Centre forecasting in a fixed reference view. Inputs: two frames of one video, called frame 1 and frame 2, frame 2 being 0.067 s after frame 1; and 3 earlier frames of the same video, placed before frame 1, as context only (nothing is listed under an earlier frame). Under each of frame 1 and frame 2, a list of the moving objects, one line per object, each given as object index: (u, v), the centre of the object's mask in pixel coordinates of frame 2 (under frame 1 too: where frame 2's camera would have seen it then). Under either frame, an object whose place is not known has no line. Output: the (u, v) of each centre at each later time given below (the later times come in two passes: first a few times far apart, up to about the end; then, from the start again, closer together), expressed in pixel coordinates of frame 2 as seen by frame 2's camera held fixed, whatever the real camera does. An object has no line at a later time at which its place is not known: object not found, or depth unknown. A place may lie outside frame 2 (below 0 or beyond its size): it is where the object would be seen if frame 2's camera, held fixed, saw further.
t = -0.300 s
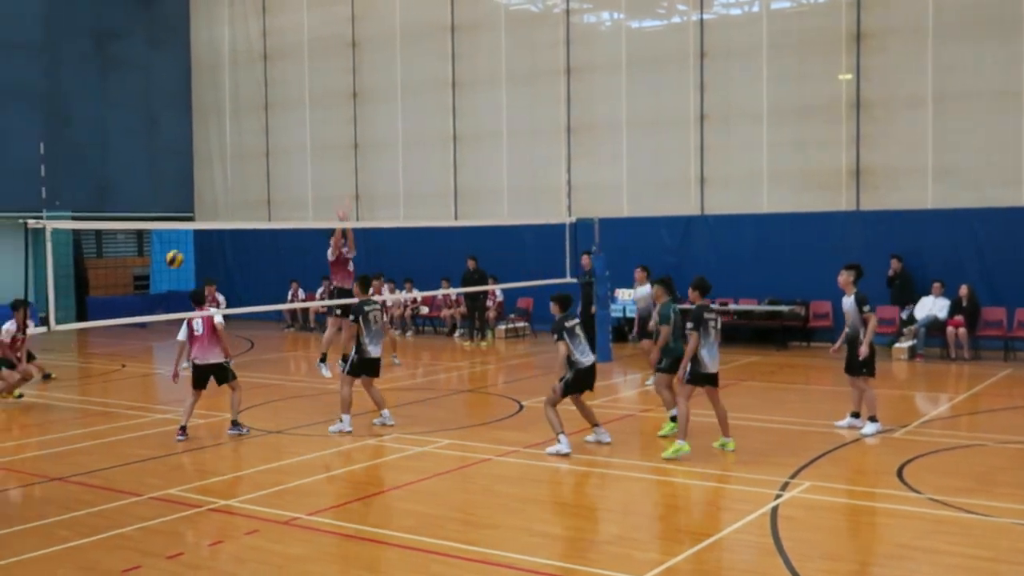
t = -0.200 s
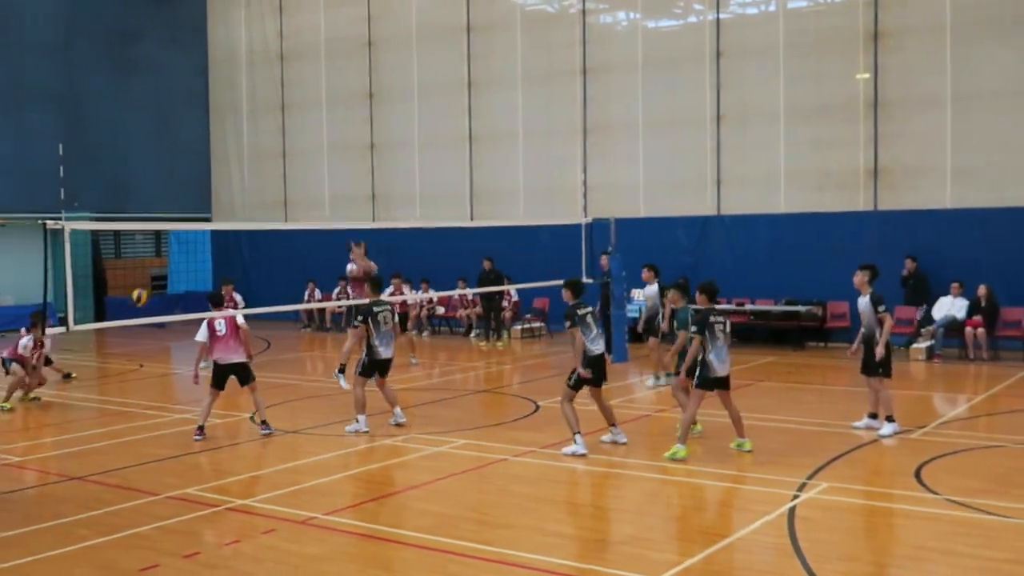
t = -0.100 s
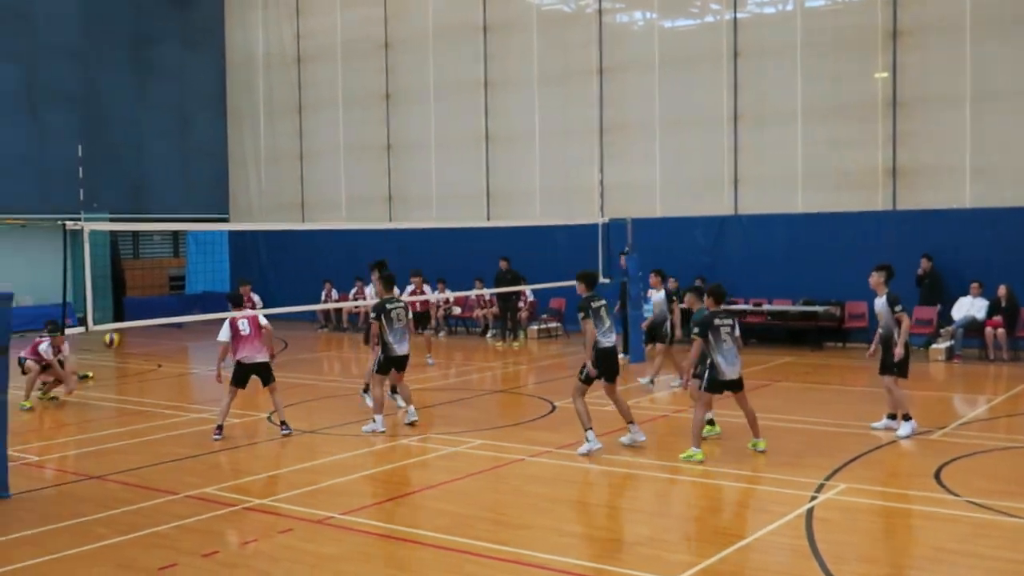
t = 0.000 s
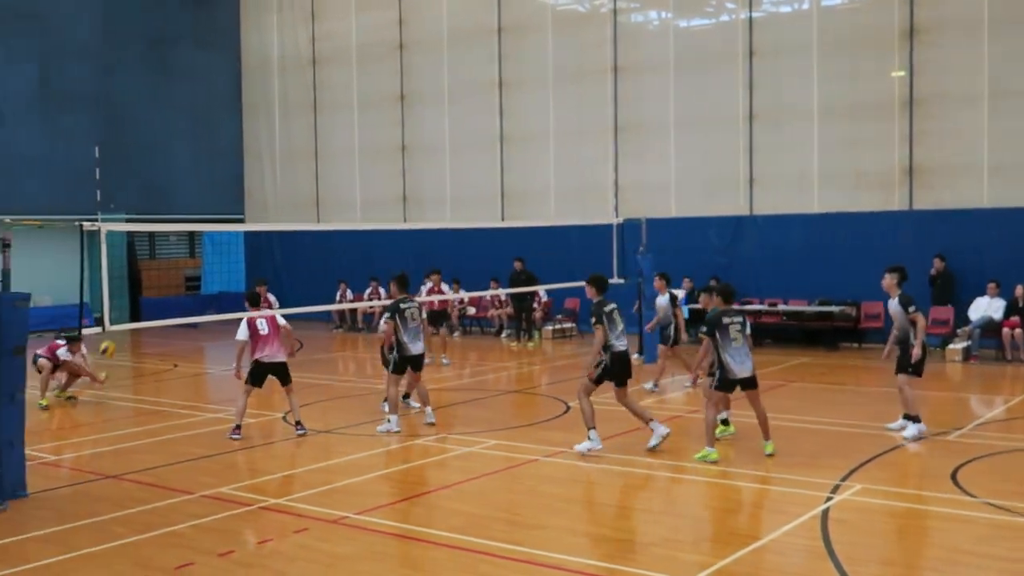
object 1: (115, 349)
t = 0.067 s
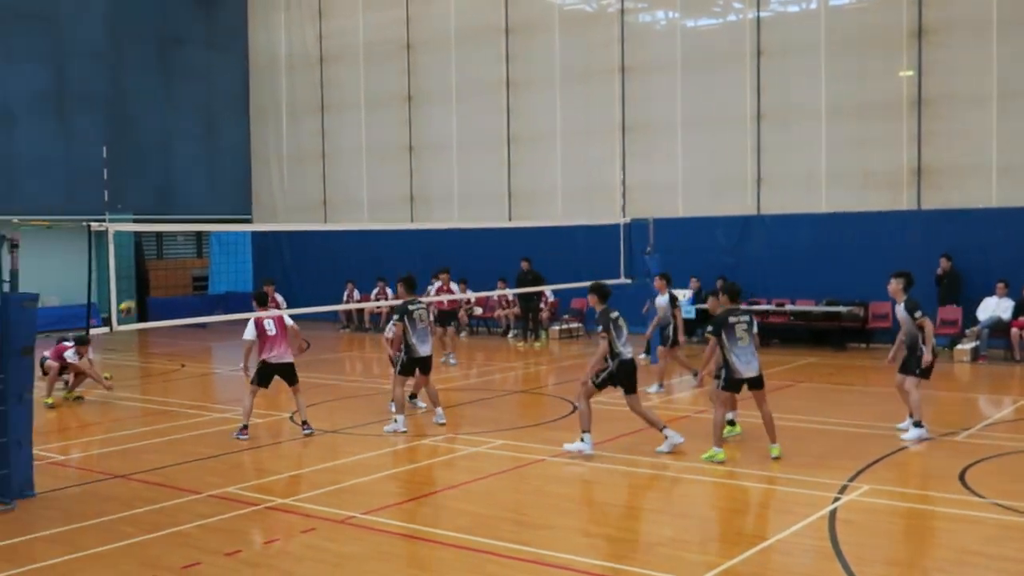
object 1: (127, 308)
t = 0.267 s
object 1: (162, 208)
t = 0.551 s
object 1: (209, 122)
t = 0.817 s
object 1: (253, 94)
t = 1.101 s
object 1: (298, 117)
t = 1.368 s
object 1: (337, 182)
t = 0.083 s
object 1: (130, 299)
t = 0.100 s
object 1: (133, 289)
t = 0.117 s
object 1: (136, 280)
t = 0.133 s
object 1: (139, 271)
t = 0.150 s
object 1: (141, 263)
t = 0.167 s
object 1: (143, 255)
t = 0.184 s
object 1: (147, 247)
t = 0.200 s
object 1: (150, 238)
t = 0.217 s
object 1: (155, 234)
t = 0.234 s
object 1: (156, 219)
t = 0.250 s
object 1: (159, 215)
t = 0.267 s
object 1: (162, 208)
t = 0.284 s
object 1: (165, 201)
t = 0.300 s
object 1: (168, 195)
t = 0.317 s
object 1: (170, 189)
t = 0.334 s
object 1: (173, 183)
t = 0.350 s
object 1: (176, 176)
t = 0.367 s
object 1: (180, 171)
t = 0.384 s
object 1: (182, 165)
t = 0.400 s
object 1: (184, 161)
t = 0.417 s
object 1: (187, 155)
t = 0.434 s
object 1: (191, 150)
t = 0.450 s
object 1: (193, 145)
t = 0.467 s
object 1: (197, 140)
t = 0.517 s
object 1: (204, 128)
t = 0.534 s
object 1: (206, 125)
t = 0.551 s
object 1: (209, 122)
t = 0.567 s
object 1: (212, 119)
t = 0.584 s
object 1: (215, 116)
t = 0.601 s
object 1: (218, 113)
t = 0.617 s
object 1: (221, 110)
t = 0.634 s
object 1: (224, 108)
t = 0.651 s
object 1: (226, 105)
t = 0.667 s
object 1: (229, 103)
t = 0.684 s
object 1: (232, 101)
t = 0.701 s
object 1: (234, 99)
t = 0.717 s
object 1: (237, 98)
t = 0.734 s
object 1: (240, 97)
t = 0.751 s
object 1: (242, 96)
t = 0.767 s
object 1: (245, 95)
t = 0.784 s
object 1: (247, 95)
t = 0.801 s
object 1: (249, 94)
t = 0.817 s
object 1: (253, 94)
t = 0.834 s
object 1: (255, 94)
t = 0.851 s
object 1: (258, 94)
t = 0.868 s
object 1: (261, 94)
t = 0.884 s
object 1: (263, 95)
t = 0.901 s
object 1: (267, 95)
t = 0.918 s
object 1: (269, 96)
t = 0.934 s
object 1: (271, 97)
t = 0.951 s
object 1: (274, 98)
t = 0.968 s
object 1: (277, 100)
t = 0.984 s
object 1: (280, 102)
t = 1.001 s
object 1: (282, 103)
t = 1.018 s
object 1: (284, 105)
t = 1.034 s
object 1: (287, 107)
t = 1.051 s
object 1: (289, 109)
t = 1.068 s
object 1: (292, 111)
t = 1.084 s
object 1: (294, 114)
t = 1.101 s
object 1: (298, 117)
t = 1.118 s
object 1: (300, 120)
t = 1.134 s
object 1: (302, 122)
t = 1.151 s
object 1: (305, 126)
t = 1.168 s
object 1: (307, 130)
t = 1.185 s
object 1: (310, 133)
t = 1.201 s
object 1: (312, 137)
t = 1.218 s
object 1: (314, 140)
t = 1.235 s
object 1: (317, 144)
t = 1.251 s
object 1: (320, 149)
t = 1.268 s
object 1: (322, 153)
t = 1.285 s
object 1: (325, 158)
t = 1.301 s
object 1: (327, 162)
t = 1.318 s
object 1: (330, 167)
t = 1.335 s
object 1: (332, 172)
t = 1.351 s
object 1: (335, 177)
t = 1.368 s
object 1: (337, 182)
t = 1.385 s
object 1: (340, 188)
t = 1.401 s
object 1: (343, 194)
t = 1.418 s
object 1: (345, 200)
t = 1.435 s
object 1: (348, 205)
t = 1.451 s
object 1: (350, 211)
